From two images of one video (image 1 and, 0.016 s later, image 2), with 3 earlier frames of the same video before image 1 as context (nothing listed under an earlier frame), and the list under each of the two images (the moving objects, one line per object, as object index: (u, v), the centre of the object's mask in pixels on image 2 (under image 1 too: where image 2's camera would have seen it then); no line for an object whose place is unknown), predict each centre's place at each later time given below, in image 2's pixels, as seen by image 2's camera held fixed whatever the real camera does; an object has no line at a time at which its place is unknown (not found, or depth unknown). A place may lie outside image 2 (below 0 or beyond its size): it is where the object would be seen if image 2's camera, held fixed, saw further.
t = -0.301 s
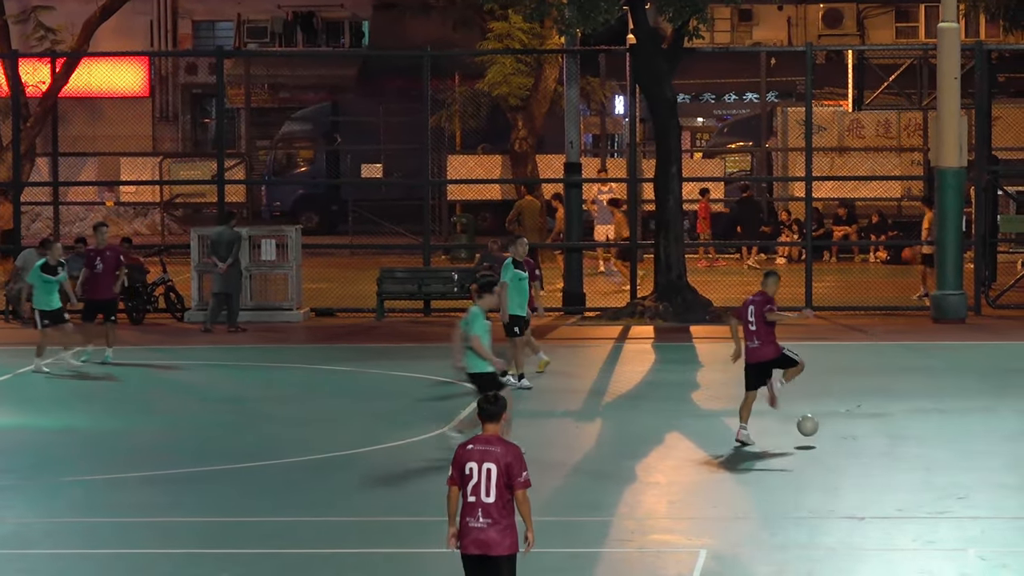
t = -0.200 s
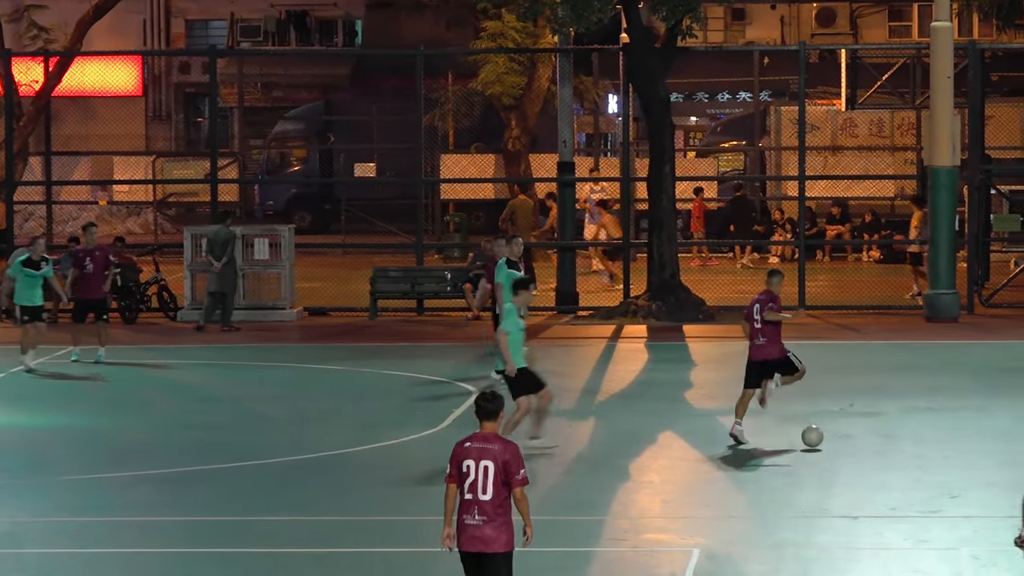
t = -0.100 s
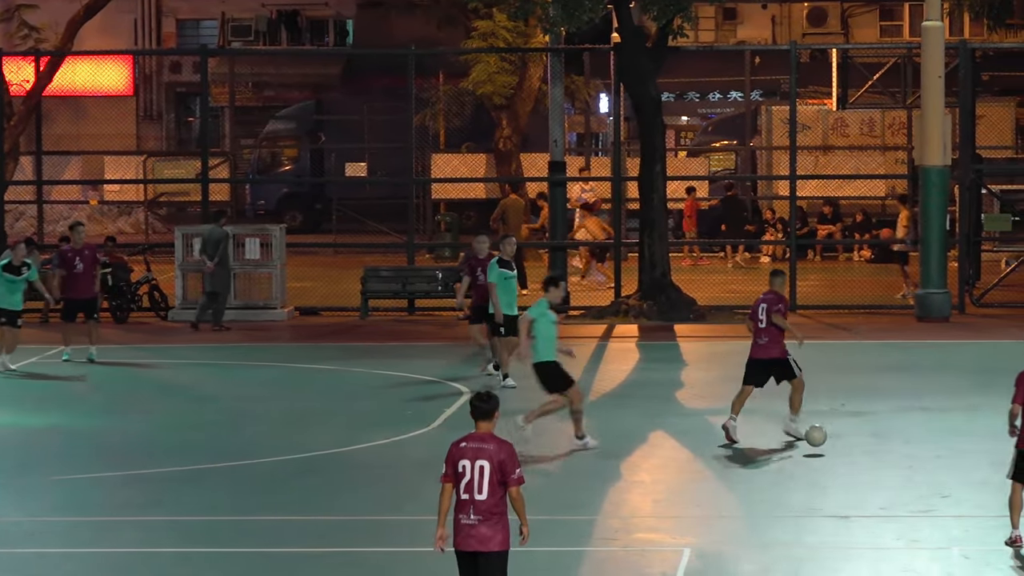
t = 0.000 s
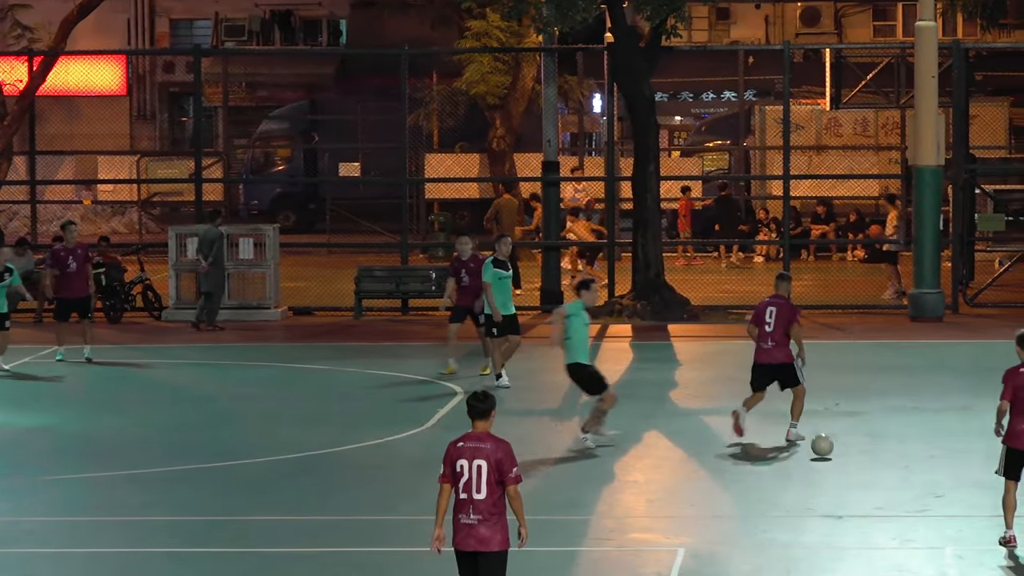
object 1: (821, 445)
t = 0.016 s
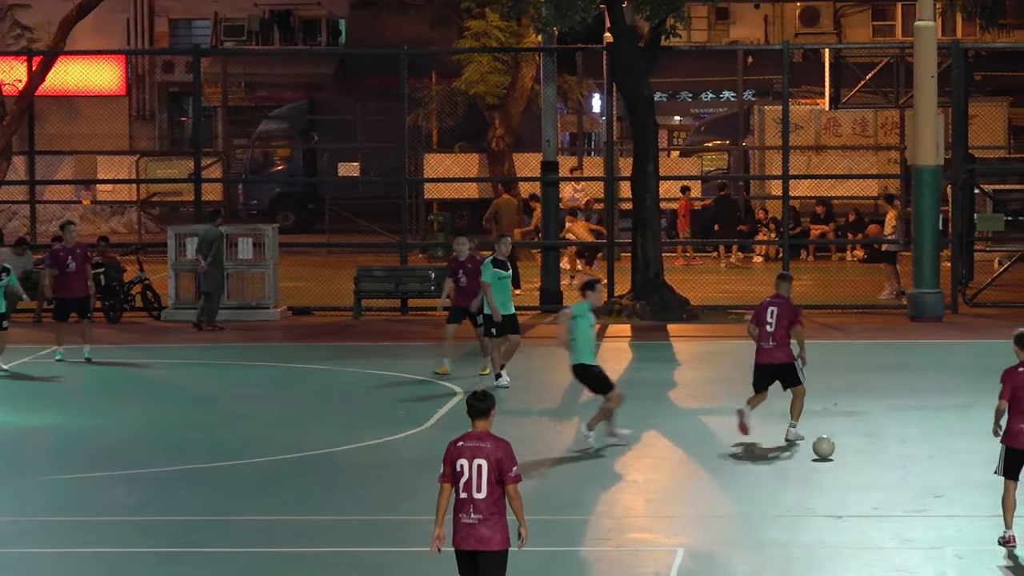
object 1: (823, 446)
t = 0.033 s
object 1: (825, 446)
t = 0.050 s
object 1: (828, 444)
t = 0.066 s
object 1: (830, 444)
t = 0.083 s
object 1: (832, 444)
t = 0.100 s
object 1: (835, 443)
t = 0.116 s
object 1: (837, 444)
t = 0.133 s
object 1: (839, 445)
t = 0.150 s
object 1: (841, 446)
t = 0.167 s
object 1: (844, 448)
